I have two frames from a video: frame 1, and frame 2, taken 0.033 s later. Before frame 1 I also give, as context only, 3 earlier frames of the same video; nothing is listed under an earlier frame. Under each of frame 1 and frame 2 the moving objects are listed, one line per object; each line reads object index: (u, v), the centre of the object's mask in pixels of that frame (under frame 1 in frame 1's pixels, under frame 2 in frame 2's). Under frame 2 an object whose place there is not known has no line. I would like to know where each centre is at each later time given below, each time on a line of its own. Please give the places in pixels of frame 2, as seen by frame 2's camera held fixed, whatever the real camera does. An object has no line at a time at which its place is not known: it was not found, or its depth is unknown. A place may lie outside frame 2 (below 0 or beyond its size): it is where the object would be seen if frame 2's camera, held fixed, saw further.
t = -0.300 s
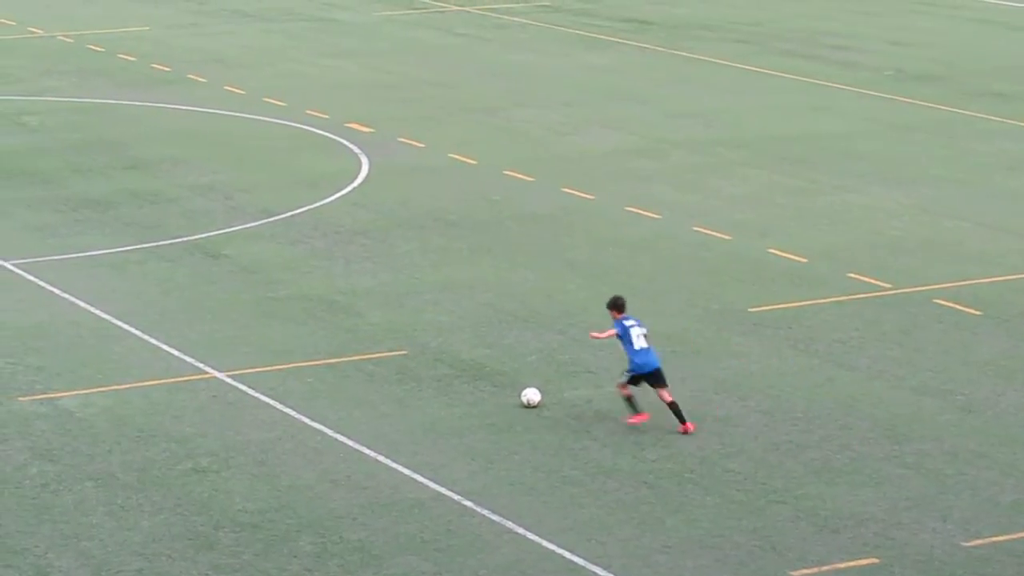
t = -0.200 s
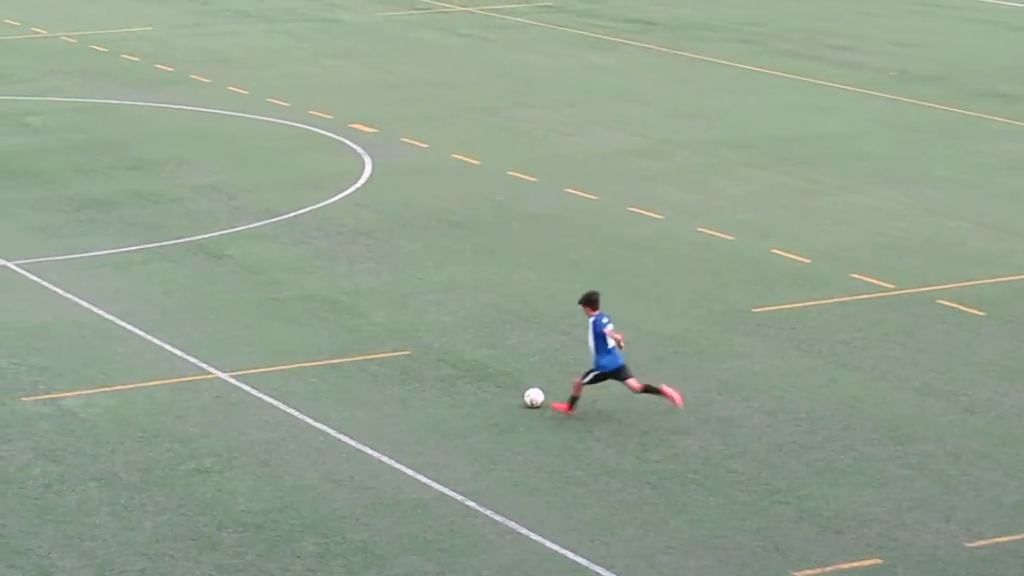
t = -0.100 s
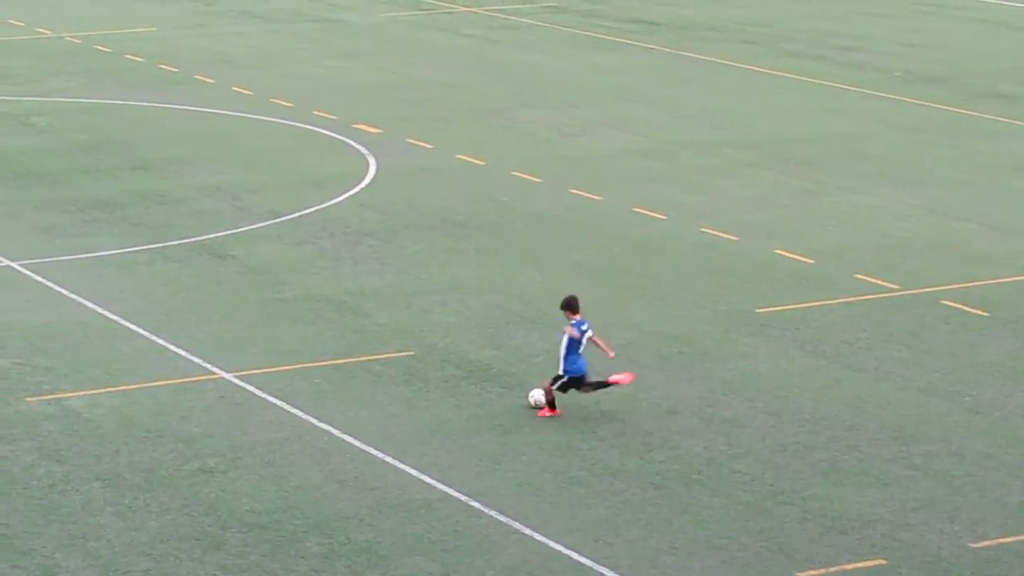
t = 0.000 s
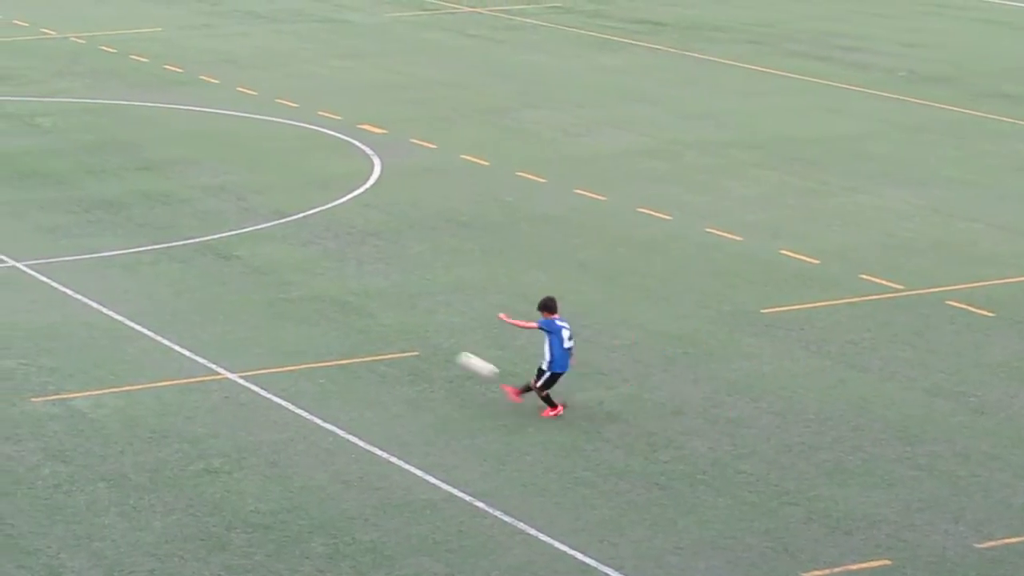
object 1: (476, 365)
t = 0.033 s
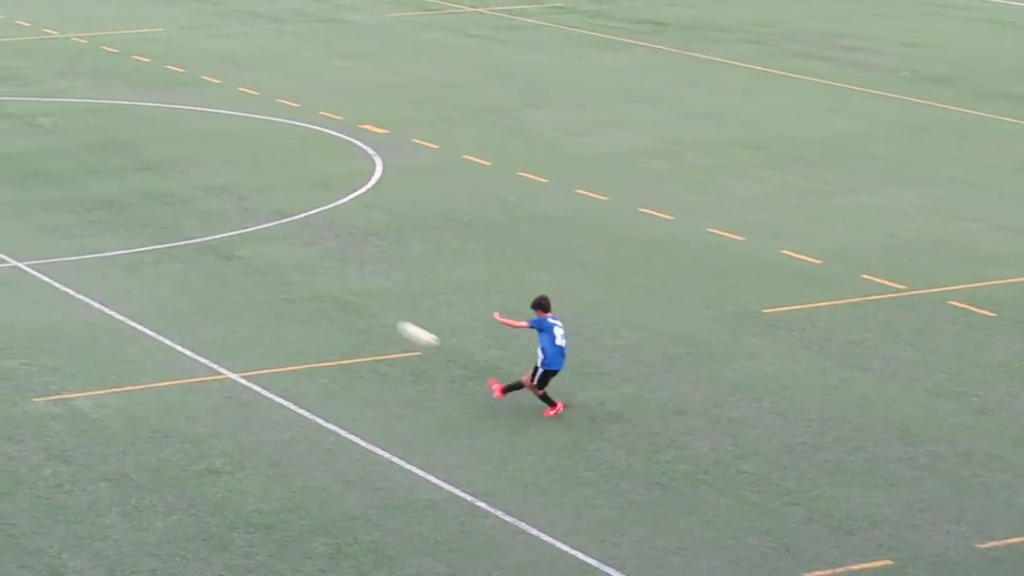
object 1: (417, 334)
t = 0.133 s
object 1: (238, 246)
